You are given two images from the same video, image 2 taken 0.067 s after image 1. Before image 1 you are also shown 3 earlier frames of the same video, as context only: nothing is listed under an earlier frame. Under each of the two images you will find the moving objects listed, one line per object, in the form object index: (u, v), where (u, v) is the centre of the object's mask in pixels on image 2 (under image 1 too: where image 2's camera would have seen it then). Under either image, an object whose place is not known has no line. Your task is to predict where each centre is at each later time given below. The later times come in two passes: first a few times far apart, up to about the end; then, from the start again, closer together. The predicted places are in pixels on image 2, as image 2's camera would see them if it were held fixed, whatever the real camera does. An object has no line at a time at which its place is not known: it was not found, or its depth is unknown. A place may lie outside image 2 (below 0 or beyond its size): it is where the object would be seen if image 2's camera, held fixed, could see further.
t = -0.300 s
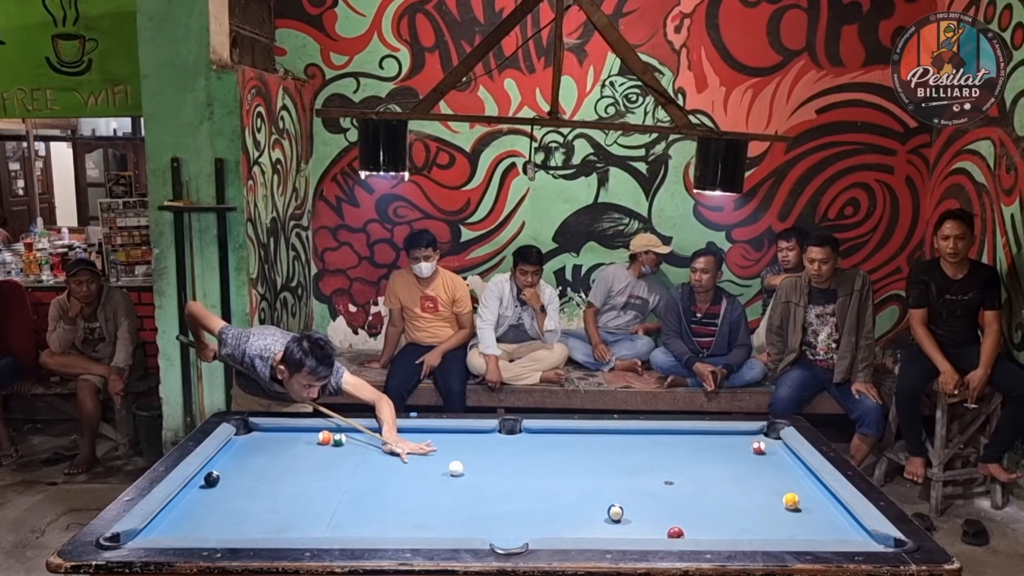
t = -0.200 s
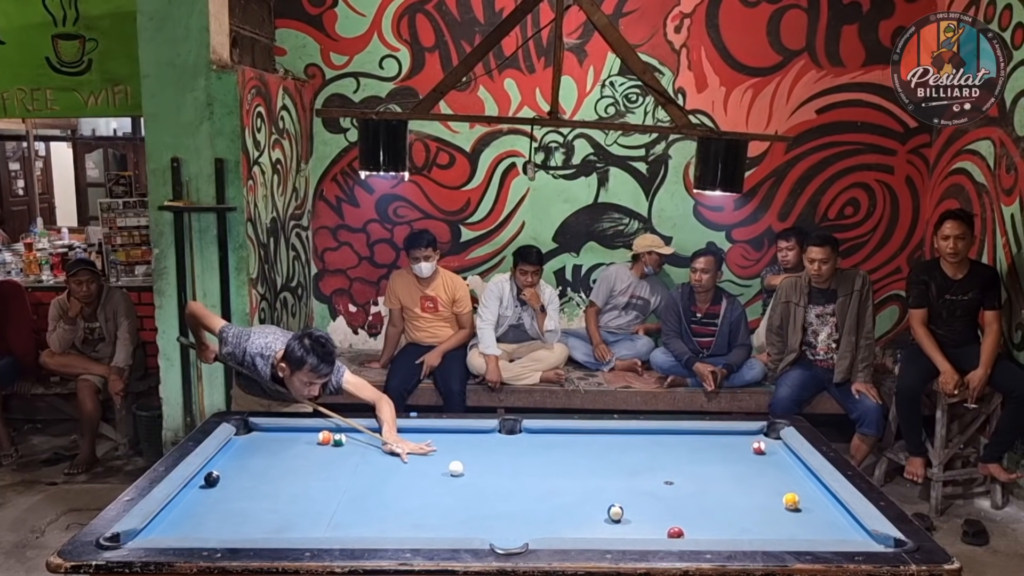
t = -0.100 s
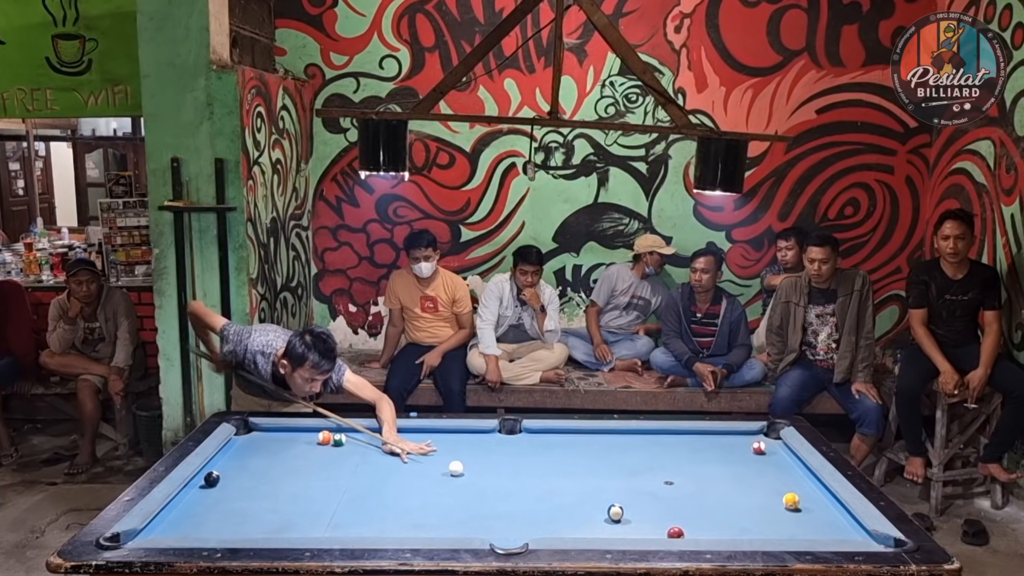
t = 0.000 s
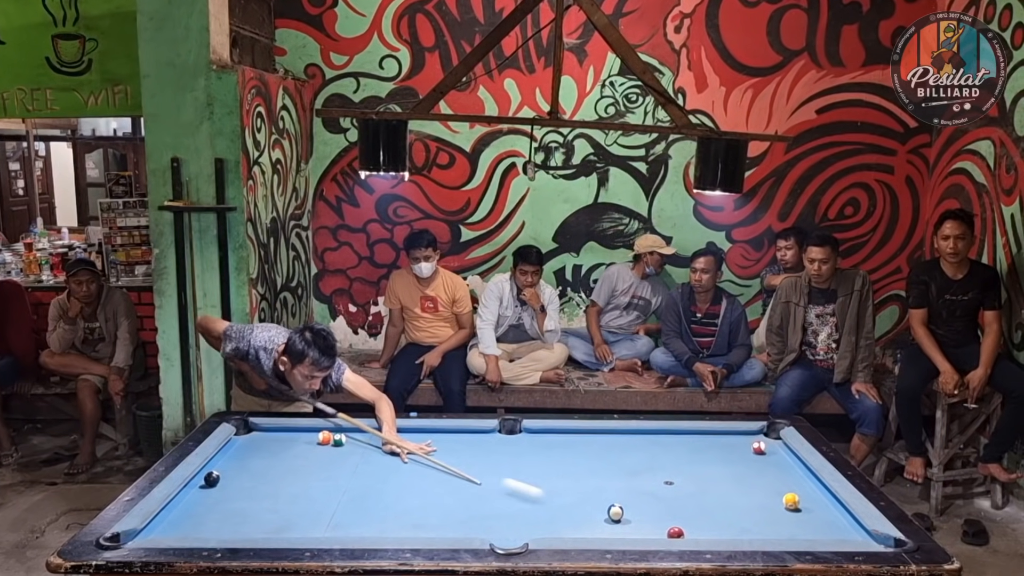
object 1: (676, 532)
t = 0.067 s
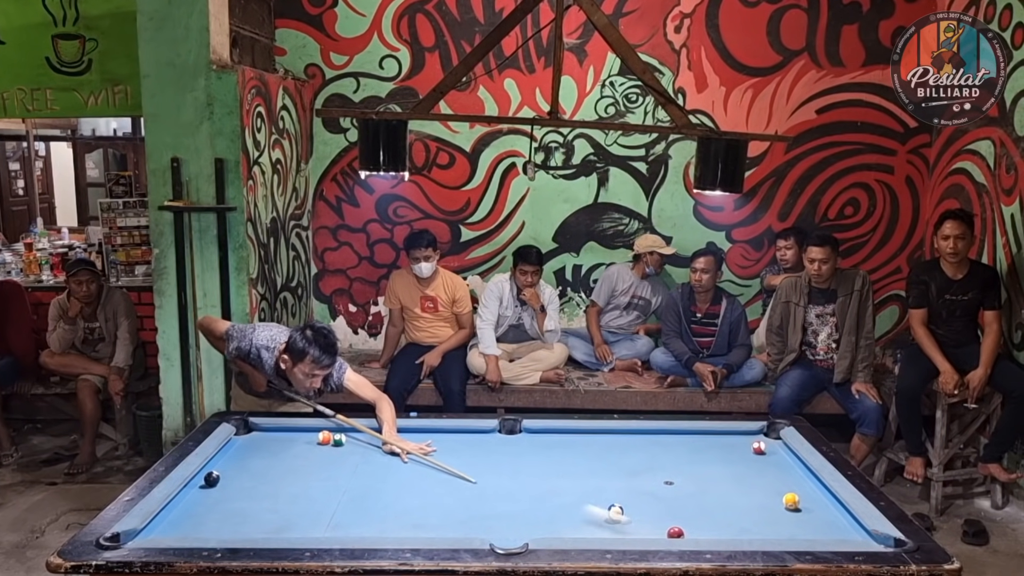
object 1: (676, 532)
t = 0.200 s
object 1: (776, 533)
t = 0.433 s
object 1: (848, 532)
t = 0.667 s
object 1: (789, 530)
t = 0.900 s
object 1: (733, 529)
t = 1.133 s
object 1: (679, 527)
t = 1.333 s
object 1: (634, 526)
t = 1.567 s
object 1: (585, 524)
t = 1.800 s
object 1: (537, 521)
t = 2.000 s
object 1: (498, 520)
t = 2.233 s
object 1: (454, 518)
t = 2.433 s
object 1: (419, 517)
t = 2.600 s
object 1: (391, 515)
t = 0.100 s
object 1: (676, 532)
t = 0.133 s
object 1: (706, 533)
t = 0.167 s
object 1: (742, 533)
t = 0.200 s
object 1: (776, 533)
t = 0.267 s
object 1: (840, 534)
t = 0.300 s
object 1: (878, 538)
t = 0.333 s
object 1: (867, 537)
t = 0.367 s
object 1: (866, 534)
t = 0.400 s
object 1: (857, 532)
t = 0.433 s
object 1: (848, 532)
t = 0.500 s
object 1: (831, 531)
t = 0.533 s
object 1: (822, 531)
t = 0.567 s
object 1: (813, 531)
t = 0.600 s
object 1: (806, 530)
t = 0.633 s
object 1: (797, 530)
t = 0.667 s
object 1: (789, 530)
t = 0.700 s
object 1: (781, 530)
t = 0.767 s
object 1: (765, 530)
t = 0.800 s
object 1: (757, 529)
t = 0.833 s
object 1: (749, 529)
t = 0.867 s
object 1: (741, 529)
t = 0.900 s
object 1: (733, 529)
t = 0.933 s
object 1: (724, 529)
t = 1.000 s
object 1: (709, 529)
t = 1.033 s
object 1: (702, 528)
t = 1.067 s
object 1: (694, 528)
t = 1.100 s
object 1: (687, 528)
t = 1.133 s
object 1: (679, 527)
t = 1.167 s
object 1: (672, 527)
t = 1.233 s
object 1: (656, 526)
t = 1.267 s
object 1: (649, 526)
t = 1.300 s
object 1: (642, 526)
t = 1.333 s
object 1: (634, 526)
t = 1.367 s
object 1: (627, 525)
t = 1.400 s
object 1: (620, 525)
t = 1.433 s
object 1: (613, 525)
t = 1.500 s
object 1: (598, 524)
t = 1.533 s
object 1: (592, 524)
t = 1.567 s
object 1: (585, 524)
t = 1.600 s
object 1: (578, 523)
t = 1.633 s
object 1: (571, 523)
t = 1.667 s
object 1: (564, 523)
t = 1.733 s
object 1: (551, 522)
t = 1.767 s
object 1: (543, 522)
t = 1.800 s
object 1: (537, 521)
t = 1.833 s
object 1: (531, 521)
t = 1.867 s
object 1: (524, 521)
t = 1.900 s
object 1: (518, 521)
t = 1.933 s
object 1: (511, 520)
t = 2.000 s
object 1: (498, 520)
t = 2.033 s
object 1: (491, 519)
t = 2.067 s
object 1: (485, 519)
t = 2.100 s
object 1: (479, 519)
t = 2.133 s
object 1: (473, 519)
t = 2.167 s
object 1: (467, 519)
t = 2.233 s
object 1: (454, 518)
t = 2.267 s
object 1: (449, 518)
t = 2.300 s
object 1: (442, 518)
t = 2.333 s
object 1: (437, 517)
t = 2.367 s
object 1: (431, 517)
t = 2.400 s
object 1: (425, 517)
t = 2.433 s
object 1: (419, 517)
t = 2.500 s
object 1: (407, 516)
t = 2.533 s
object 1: (402, 516)
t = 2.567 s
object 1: (397, 516)
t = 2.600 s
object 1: (391, 515)
